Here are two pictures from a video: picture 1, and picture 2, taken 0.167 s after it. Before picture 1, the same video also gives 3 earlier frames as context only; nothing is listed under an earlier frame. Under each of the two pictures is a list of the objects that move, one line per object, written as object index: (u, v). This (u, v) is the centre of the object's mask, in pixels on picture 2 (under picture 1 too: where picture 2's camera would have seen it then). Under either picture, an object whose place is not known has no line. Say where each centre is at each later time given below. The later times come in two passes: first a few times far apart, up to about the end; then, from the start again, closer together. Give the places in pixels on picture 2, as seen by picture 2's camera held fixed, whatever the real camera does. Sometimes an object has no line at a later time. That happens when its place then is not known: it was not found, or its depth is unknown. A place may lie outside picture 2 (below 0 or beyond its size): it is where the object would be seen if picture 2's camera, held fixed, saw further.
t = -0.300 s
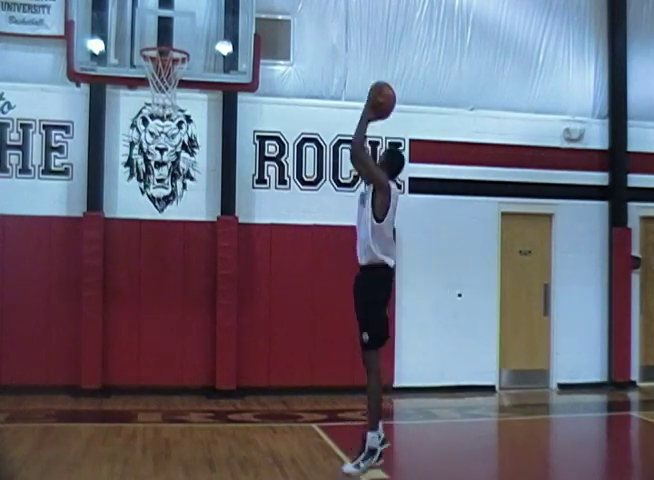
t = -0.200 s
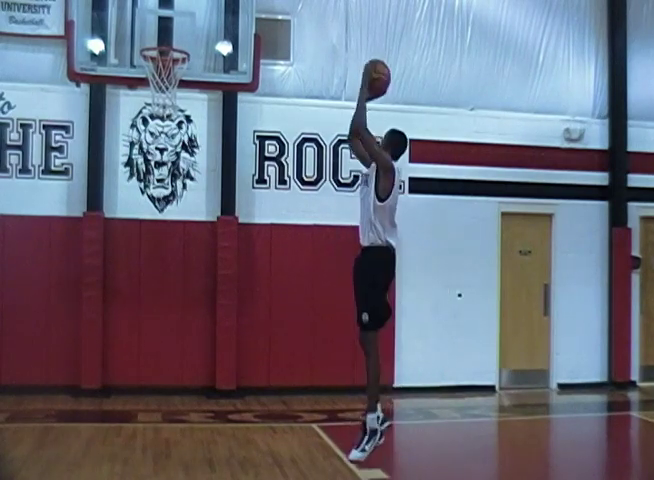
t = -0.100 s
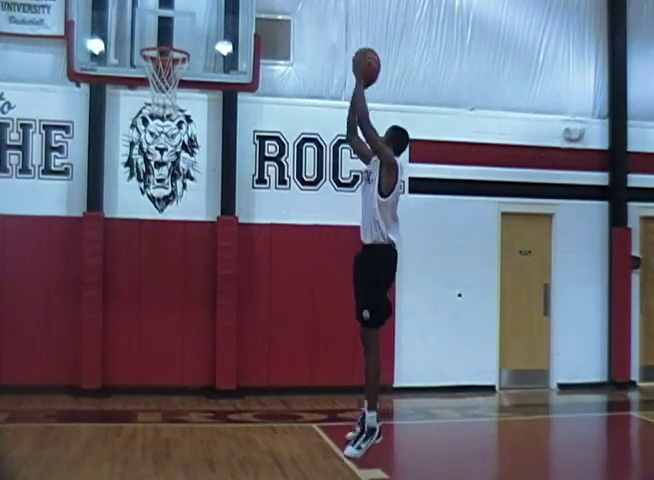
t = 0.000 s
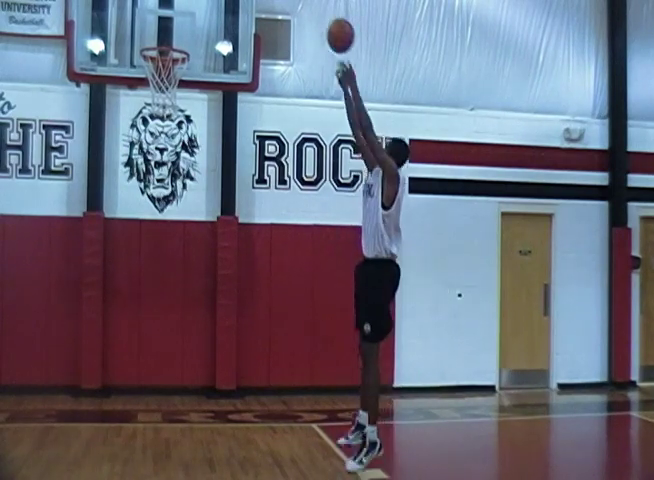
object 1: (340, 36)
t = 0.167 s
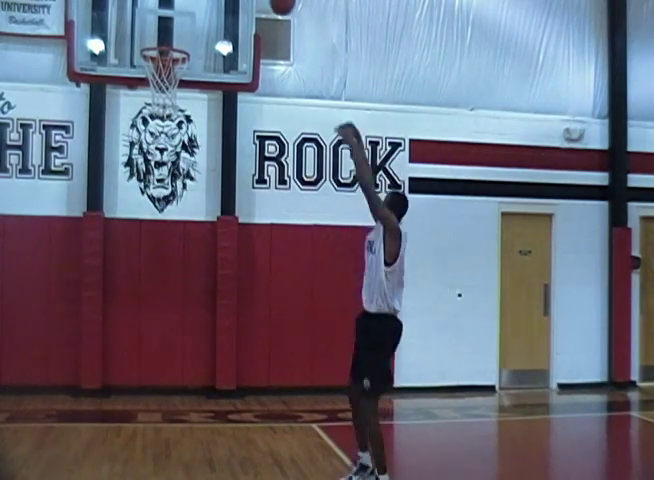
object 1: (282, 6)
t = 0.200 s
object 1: (271, 6)
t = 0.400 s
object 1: (208, 13)
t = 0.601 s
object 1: (151, 66)
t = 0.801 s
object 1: (145, 96)
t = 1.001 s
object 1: (142, 163)
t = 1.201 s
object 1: (139, 278)
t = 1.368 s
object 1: (136, 420)
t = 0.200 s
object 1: (271, 6)
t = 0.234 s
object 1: (260, 5)
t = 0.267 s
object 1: (250, 5)
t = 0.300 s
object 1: (239, 6)
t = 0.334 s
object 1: (228, 7)
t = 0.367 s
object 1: (218, 10)
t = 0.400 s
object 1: (208, 13)
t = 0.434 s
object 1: (198, 20)
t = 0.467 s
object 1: (188, 29)
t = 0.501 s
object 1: (177, 38)
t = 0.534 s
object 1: (169, 43)
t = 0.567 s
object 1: (162, 64)
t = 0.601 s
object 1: (151, 66)
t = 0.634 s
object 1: (145, 79)
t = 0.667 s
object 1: (148, 89)
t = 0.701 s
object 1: (147, 85)
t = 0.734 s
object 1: (146, 87)
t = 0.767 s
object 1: (145, 91)
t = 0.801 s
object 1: (145, 96)
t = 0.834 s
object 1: (145, 104)
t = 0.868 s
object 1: (144, 113)
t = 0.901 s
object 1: (143, 123)
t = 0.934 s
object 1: (143, 135)
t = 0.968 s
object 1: (142, 148)
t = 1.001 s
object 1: (142, 163)
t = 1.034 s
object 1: (141, 179)
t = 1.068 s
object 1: (141, 197)
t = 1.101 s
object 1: (140, 213)
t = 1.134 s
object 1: (139, 235)
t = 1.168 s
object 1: (139, 256)
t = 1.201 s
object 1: (139, 278)
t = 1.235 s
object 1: (138, 303)
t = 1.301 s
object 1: (137, 357)
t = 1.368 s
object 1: (136, 420)
